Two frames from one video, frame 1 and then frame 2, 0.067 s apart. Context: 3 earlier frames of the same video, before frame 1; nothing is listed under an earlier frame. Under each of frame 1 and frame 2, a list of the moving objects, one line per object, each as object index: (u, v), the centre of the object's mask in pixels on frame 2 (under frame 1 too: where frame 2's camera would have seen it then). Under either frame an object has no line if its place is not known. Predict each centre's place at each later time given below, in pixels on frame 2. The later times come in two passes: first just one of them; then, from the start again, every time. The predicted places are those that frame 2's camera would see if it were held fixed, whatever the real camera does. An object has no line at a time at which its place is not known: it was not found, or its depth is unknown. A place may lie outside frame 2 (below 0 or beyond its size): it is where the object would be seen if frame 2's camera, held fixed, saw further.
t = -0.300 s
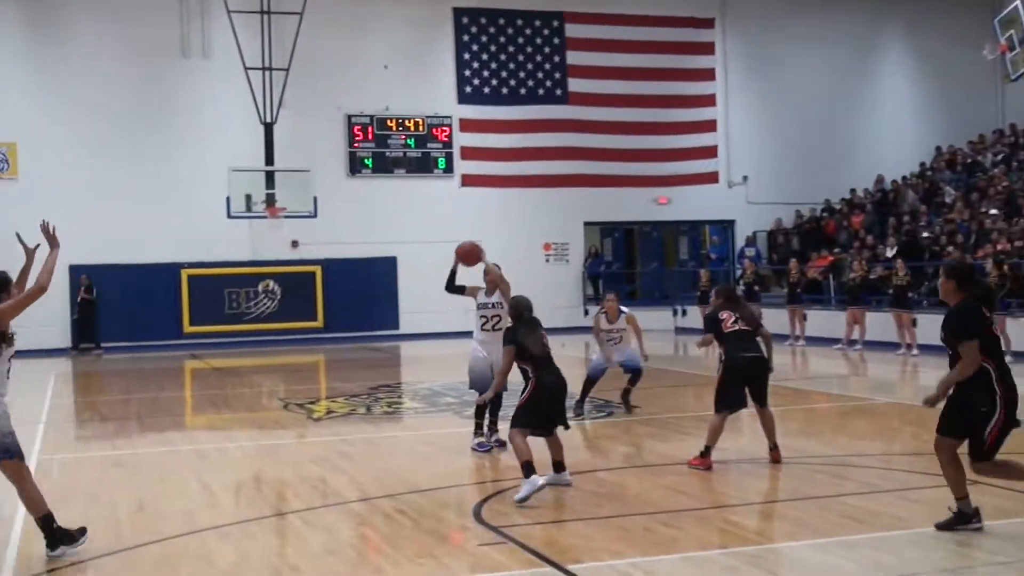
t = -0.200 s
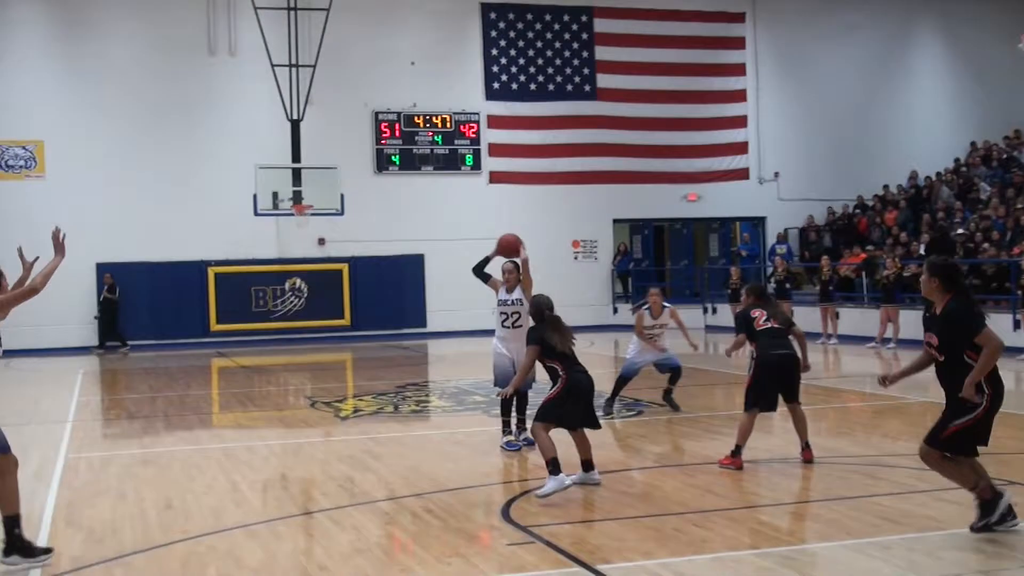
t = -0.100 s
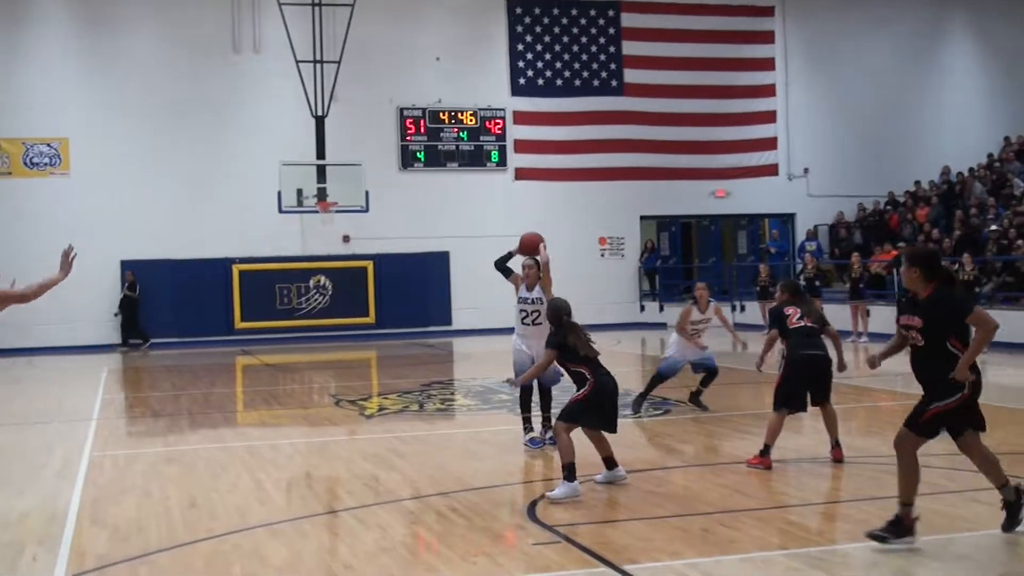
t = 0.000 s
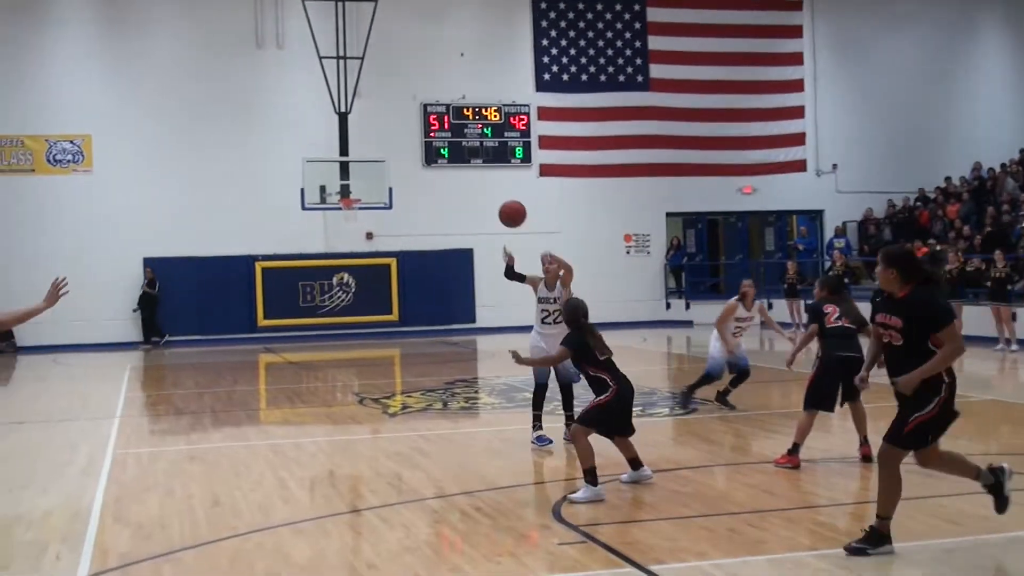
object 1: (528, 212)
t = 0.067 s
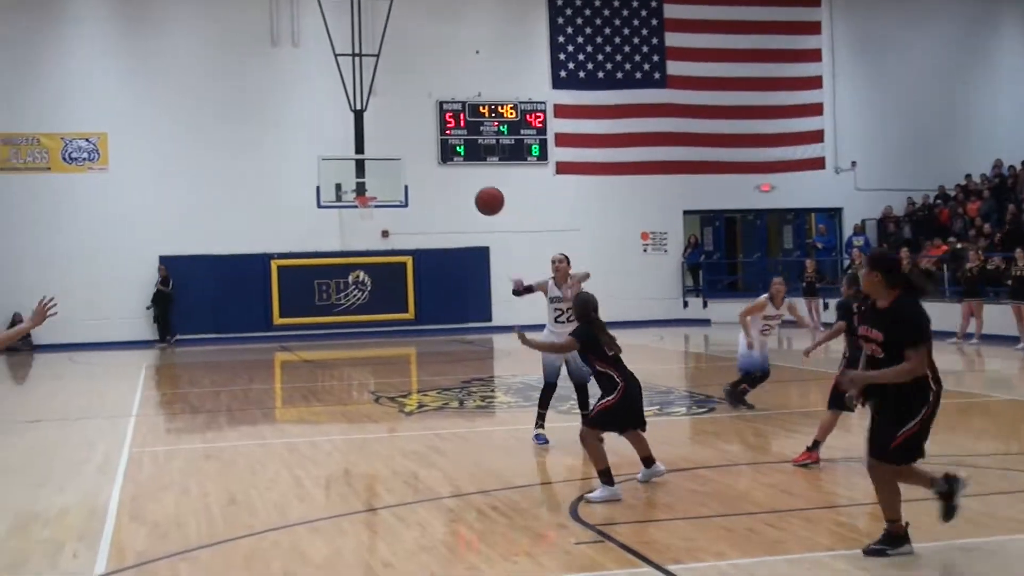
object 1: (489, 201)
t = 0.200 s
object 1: (402, 193)
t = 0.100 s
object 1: (469, 197)
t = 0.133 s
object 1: (448, 195)
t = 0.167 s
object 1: (426, 193)
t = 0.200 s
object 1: (402, 193)
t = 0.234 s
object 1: (376, 195)
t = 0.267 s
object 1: (351, 198)
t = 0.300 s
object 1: (322, 203)
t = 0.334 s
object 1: (292, 211)
